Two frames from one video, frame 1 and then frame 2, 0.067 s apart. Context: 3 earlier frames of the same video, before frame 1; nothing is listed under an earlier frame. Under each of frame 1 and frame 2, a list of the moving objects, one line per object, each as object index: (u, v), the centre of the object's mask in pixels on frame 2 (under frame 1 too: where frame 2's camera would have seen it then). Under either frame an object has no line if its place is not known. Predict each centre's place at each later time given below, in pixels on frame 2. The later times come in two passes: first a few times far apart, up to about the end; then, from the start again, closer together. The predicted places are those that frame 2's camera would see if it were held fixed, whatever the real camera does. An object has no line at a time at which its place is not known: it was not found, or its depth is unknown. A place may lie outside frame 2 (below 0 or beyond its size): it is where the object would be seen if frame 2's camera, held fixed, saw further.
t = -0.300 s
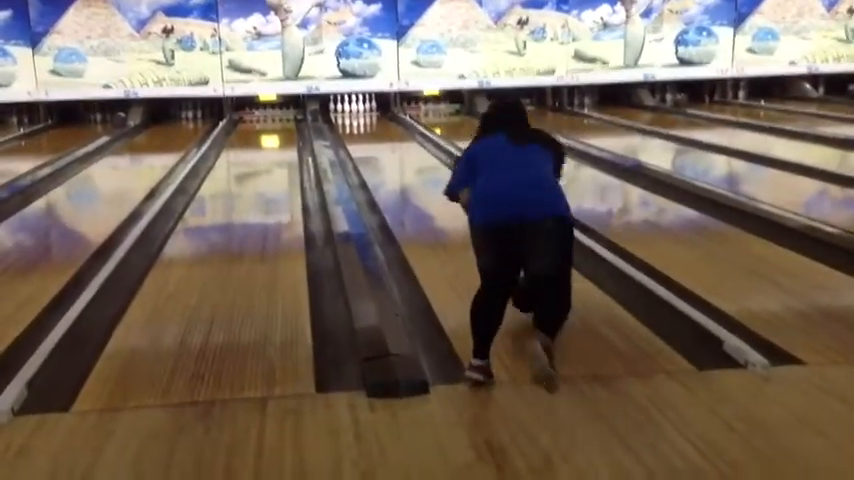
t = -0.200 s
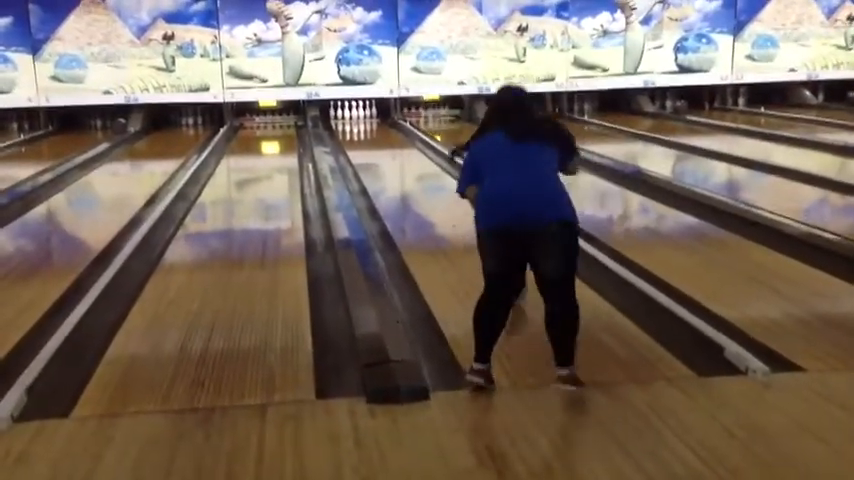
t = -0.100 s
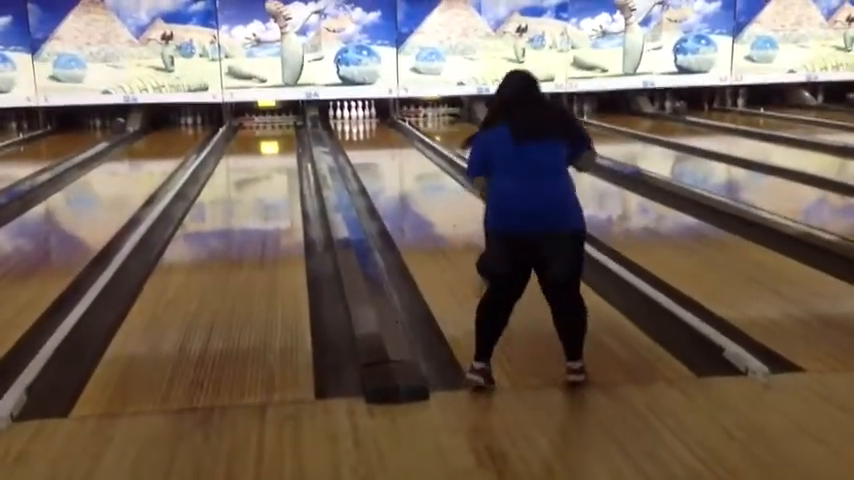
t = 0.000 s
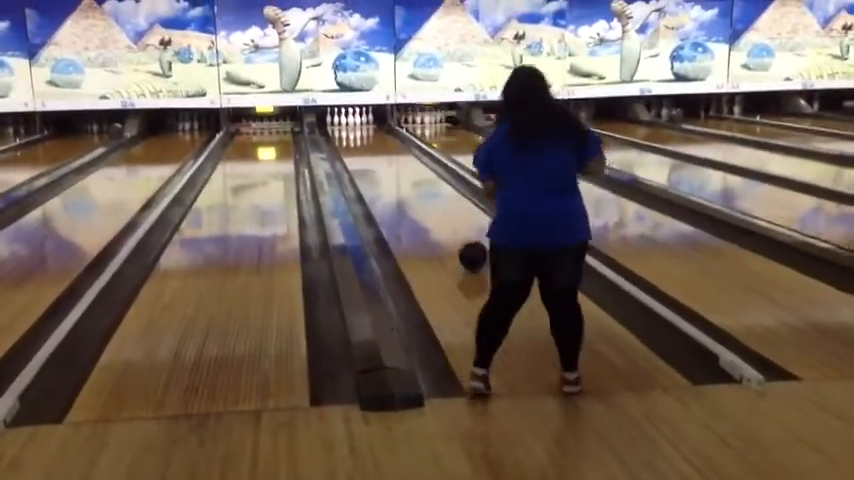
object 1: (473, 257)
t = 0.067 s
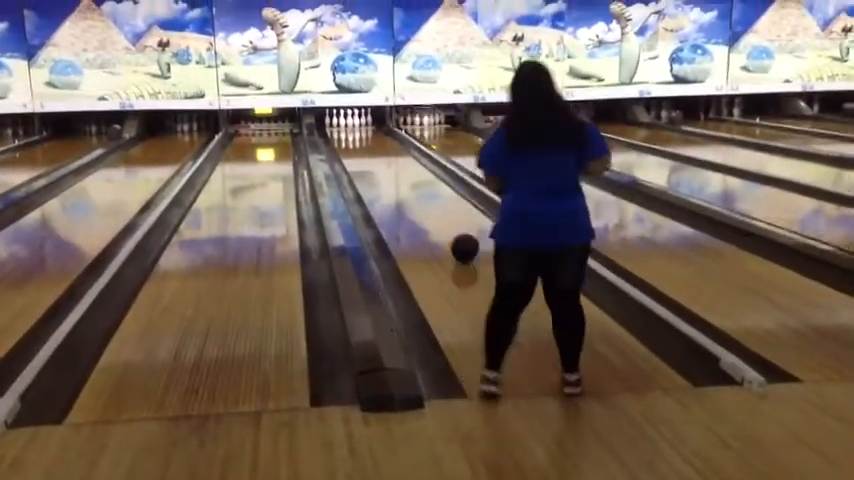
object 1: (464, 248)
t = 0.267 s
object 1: (444, 224)
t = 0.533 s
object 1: (424, 201)
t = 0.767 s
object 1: (410, 186)
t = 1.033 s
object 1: (399, 173)
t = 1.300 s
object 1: (390, 163)
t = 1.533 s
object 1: (383, 155)
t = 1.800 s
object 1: (378, 147)
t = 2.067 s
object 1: (372, 142)
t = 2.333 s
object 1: (367, 138)
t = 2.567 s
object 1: (365, 134)
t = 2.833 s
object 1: (362, 129)
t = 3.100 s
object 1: (359, 127)
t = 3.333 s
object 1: (357, 124)
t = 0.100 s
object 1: (461, 243)
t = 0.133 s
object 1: (457, 239)
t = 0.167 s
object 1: (454, 235)
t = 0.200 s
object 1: (450, 231)
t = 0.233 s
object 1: (447, 228)
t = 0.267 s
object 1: (444, 224)
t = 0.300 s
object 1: (441, 221)
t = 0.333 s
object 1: (439, 218)
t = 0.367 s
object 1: (436, 215)
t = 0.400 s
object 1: (433, 212)
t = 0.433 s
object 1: (430, 209)
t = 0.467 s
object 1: (428, 206)
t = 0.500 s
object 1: (426, 204)
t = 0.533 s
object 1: (424, 201)
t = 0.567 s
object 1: (422, 199)
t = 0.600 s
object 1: (420, 196)
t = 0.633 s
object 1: (418, 194)
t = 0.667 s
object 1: (416, 192)
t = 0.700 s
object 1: (414, 190)
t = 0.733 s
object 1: (412, 188)
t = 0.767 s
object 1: (410, 186)
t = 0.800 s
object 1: (409, 184)
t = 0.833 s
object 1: (408, 183)
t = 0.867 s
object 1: (406, 181)
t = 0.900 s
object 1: (404, 180)
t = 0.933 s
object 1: (403, 178)
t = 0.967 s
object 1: (401, 176)
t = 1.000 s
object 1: (400, 175)
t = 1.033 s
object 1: (399, 173)
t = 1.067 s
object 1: (398, 172)
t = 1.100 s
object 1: (396, 170)
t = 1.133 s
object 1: (395, 169)
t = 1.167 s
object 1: (394, 168)
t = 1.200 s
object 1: (393, 167)
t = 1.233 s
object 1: (392, 165)
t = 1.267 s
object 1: (391, 164)
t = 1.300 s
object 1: (390, 163)
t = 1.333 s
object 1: (388, 161)
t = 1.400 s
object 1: (387, 159)
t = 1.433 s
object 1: (386, 158)
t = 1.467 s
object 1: (385, 157)
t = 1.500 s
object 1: (384, 156)
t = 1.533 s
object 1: (383, 155)
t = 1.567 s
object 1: (382, 154)
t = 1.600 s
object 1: (381, 153)
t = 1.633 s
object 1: (380, 152)
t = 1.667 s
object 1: (380, 150)
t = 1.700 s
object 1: (379, 150)
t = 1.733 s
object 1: (379, 150)
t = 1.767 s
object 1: (379, 150)
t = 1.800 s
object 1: (378, 147)
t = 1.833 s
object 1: (376, 147)
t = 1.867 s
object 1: (375, 146)
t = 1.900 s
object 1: (375, 145)
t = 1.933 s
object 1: (374, 144)
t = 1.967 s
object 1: (373, 144)
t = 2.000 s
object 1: (372, 143)
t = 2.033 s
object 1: (372, 143)
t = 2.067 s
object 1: (372, 142)
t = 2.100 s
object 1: (372, 141)
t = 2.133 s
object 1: (371, 141)
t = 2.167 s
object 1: (370, 140)
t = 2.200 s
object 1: (371, 140)
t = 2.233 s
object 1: (370, 139)
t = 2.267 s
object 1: (369, 138)
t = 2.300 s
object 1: (367, 138)
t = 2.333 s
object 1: (367, 138)
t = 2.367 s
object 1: (367, 137)
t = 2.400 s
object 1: (366, 136)
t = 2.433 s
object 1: (366, 136)
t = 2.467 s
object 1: (366, 135)
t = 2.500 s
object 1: (366, 134)
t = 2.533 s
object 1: (366, 134)
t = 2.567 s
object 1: (365, 134)
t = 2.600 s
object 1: (364, 133)
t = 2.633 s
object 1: (364, 133)
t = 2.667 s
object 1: (364, 133)
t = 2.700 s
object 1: (363, 132)
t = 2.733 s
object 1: (363, 130)
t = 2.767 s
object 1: (364, 129)
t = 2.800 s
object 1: (363, 129)
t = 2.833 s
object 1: (362, 129)
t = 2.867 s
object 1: (362, 129)
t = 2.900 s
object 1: (362, 129)
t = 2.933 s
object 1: (361, 128)
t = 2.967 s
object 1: (361, 128)
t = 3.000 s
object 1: (360, 128)
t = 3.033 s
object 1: (360, 128)
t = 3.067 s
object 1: (360, 127)
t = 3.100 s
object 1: (359, 127)
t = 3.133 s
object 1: (359, 127)
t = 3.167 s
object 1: (359, 127)
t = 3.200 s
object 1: (358, 126)
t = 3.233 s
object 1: (358, 125)
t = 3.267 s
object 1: (358, 125)
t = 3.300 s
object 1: (358, 124)
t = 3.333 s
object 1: (357, 124)
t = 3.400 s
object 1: (357, 124)
